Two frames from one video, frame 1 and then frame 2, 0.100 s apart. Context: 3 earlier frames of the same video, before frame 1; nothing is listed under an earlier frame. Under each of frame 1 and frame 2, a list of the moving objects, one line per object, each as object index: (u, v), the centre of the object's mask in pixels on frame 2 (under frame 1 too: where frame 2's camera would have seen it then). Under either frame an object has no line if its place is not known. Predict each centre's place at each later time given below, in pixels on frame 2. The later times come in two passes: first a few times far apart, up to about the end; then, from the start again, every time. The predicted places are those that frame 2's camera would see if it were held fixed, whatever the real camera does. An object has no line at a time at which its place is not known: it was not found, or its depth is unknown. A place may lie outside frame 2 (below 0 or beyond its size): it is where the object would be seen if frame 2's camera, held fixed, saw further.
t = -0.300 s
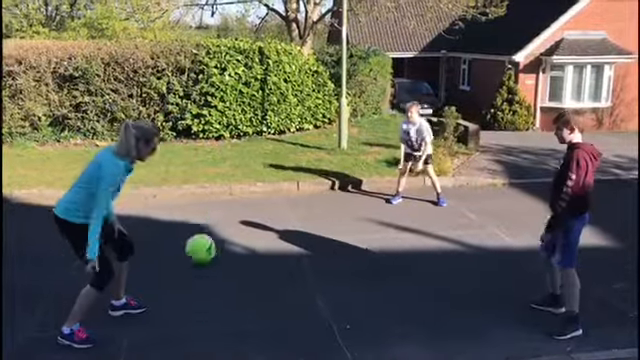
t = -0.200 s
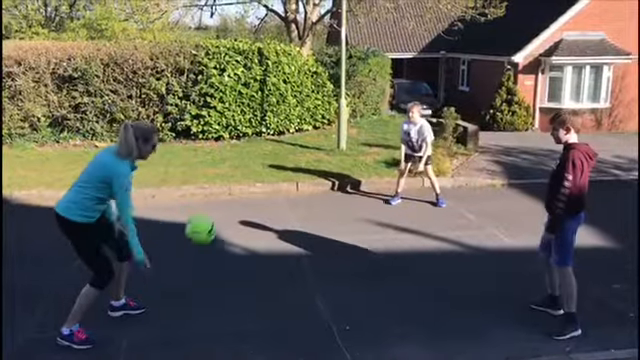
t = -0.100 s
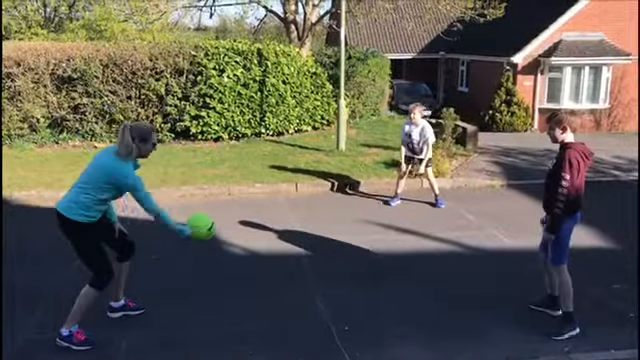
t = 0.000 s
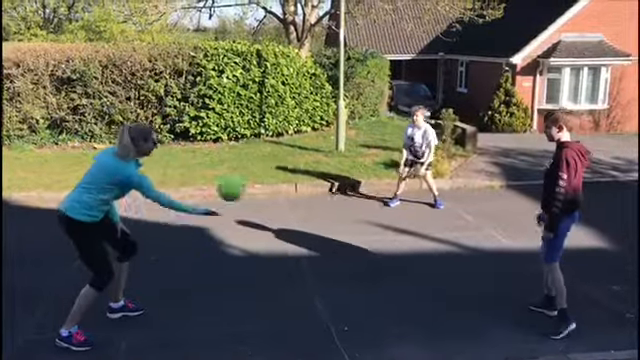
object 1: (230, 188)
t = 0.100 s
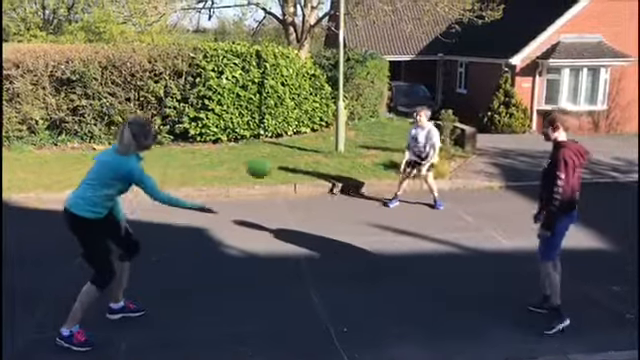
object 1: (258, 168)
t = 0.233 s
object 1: (292, 155)
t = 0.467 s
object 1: (335, 180)
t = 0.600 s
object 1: (355, 212)
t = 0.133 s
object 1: (266, 165)
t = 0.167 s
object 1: (274, 162)
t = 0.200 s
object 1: (284, 156)
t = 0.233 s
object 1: (292, 155)
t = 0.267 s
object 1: (299, 155)
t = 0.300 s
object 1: (306, 157)
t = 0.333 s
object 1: (312, 160)
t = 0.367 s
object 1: (319, 164)
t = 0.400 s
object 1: (324, 168)
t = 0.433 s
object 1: (330, 174)
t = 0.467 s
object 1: (335, 180)
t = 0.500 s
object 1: (341, 188)
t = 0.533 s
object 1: (345, 195)
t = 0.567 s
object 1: (350, 203)
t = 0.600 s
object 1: (355, 212)
